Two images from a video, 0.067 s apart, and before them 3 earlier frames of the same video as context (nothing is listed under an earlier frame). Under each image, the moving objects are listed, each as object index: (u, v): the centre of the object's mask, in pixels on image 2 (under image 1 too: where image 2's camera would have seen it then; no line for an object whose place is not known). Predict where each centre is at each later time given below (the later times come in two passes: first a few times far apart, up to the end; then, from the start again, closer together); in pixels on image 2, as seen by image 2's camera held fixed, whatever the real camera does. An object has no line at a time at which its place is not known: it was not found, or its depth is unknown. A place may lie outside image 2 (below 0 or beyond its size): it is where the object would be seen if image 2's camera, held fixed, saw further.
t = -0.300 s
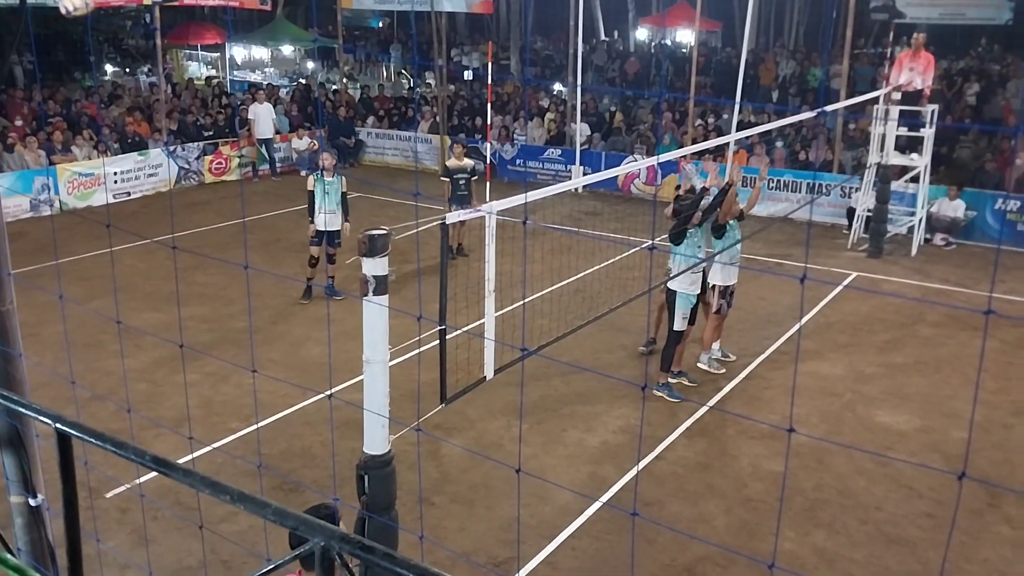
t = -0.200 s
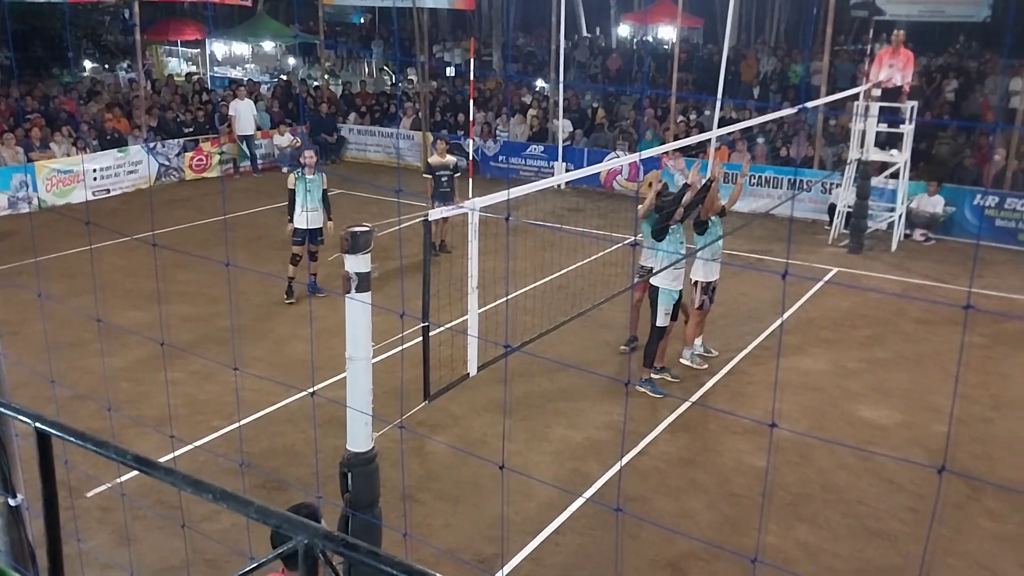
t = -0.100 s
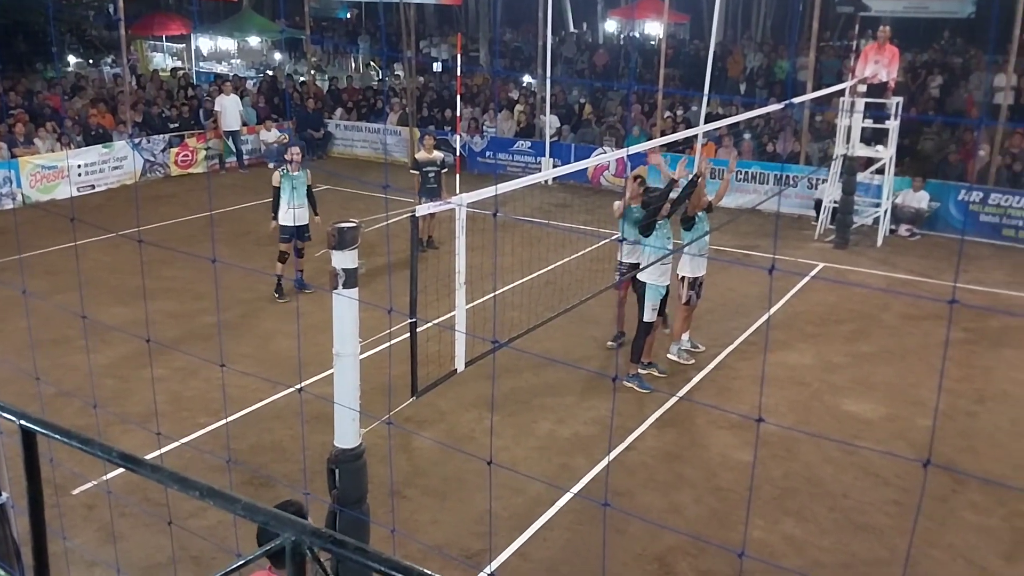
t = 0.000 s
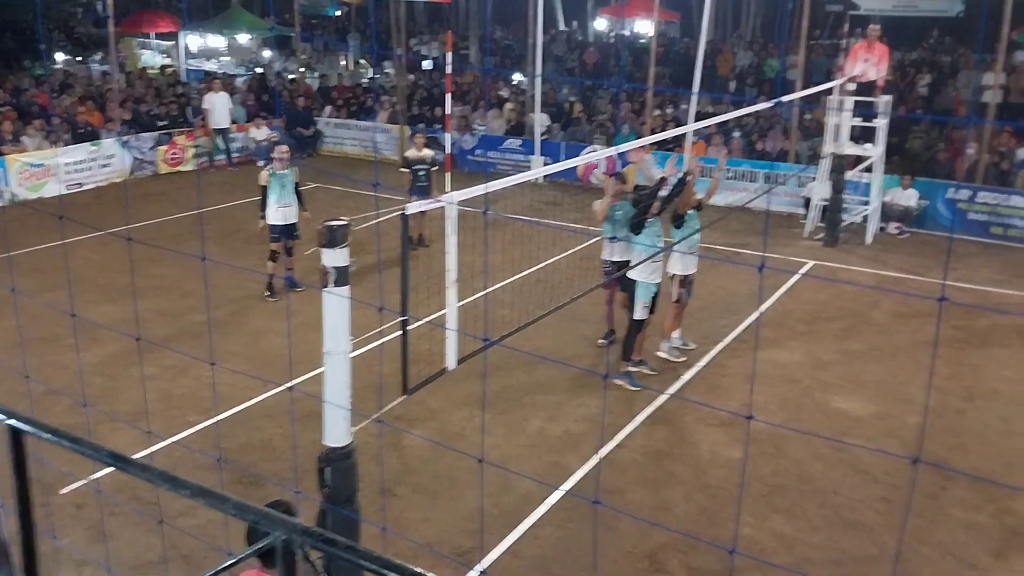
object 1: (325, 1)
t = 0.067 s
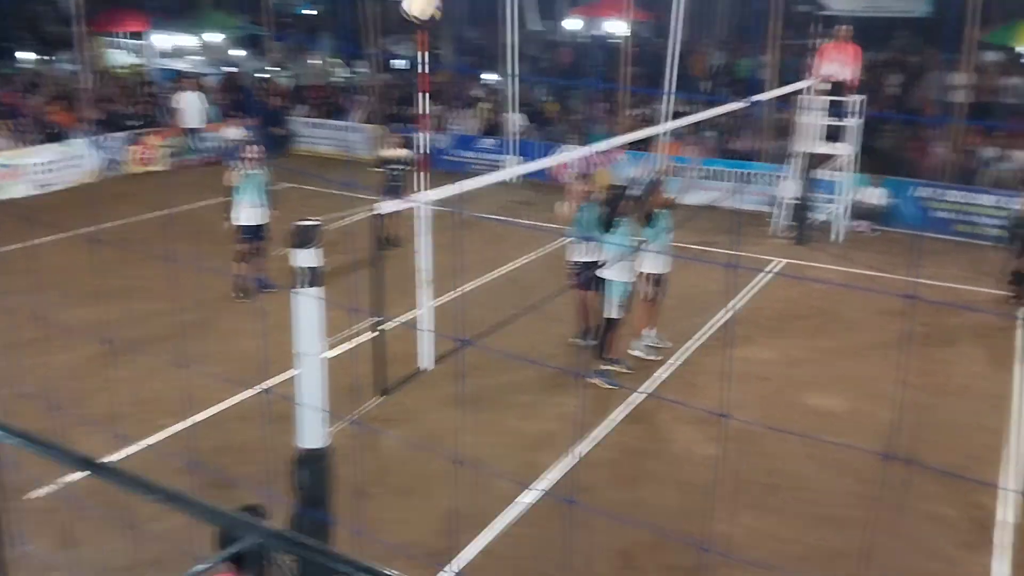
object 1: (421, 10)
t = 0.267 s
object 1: (787, 118)
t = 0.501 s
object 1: (1422, 428)
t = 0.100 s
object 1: (472, 18)
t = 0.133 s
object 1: (529, 33)
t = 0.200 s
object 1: (653, 70)
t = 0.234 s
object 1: (714, 91)
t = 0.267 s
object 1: (787, 118)
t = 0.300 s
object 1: (865, 152)
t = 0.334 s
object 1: (936, 181)
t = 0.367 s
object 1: (1031, 224)
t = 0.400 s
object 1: (1115, 263)
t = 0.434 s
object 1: (1214, 313)
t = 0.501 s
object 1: (1422, 428)
